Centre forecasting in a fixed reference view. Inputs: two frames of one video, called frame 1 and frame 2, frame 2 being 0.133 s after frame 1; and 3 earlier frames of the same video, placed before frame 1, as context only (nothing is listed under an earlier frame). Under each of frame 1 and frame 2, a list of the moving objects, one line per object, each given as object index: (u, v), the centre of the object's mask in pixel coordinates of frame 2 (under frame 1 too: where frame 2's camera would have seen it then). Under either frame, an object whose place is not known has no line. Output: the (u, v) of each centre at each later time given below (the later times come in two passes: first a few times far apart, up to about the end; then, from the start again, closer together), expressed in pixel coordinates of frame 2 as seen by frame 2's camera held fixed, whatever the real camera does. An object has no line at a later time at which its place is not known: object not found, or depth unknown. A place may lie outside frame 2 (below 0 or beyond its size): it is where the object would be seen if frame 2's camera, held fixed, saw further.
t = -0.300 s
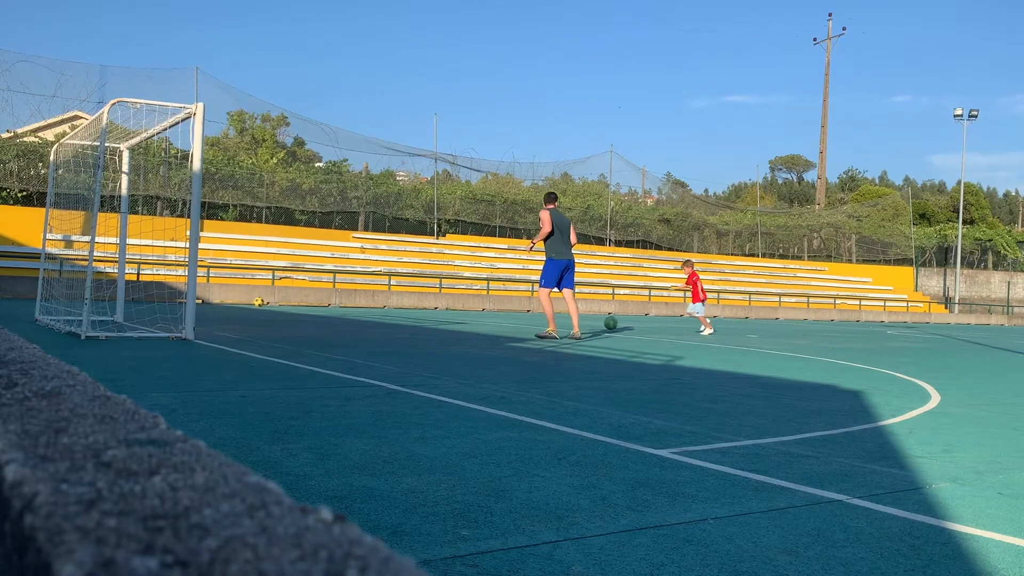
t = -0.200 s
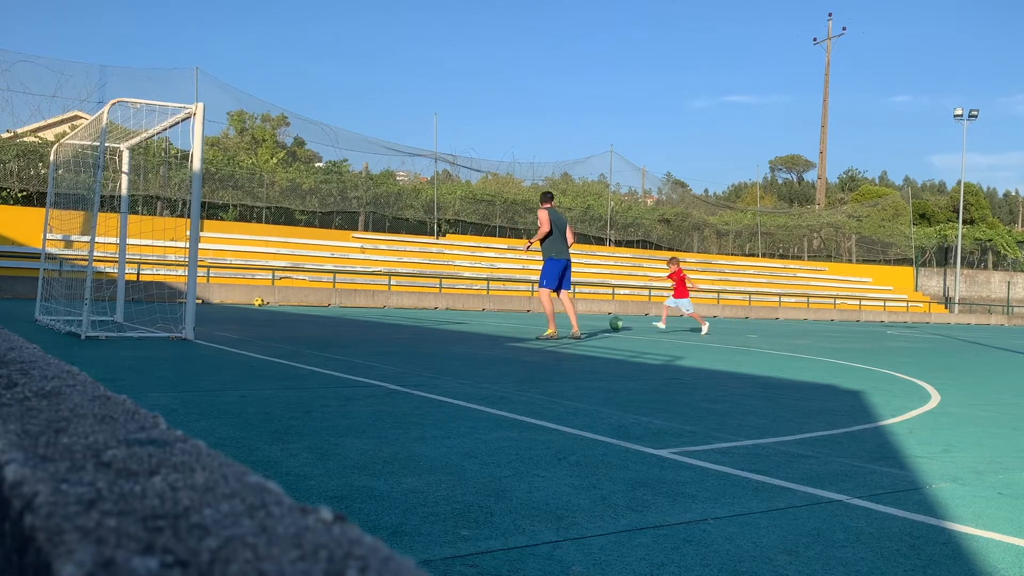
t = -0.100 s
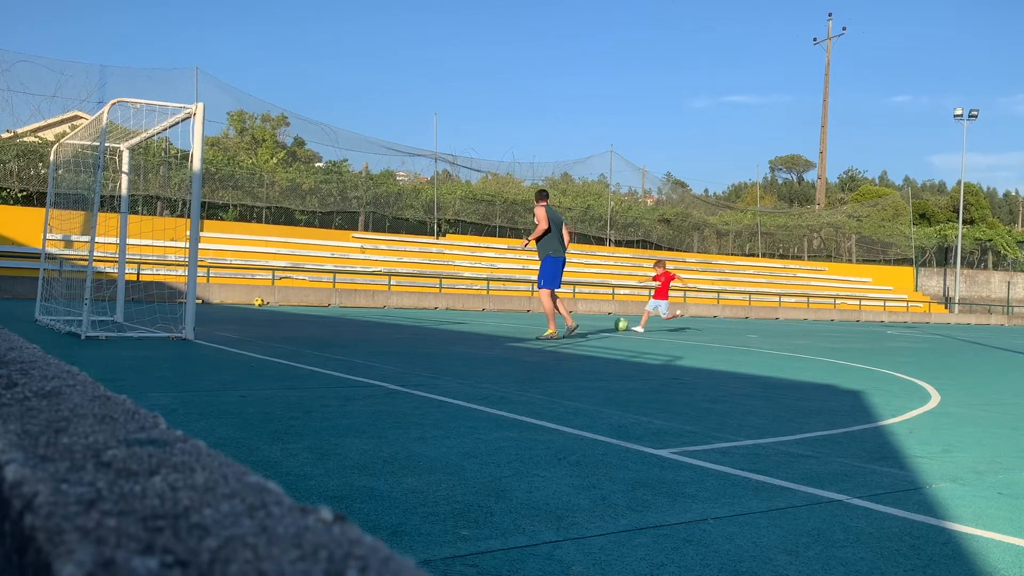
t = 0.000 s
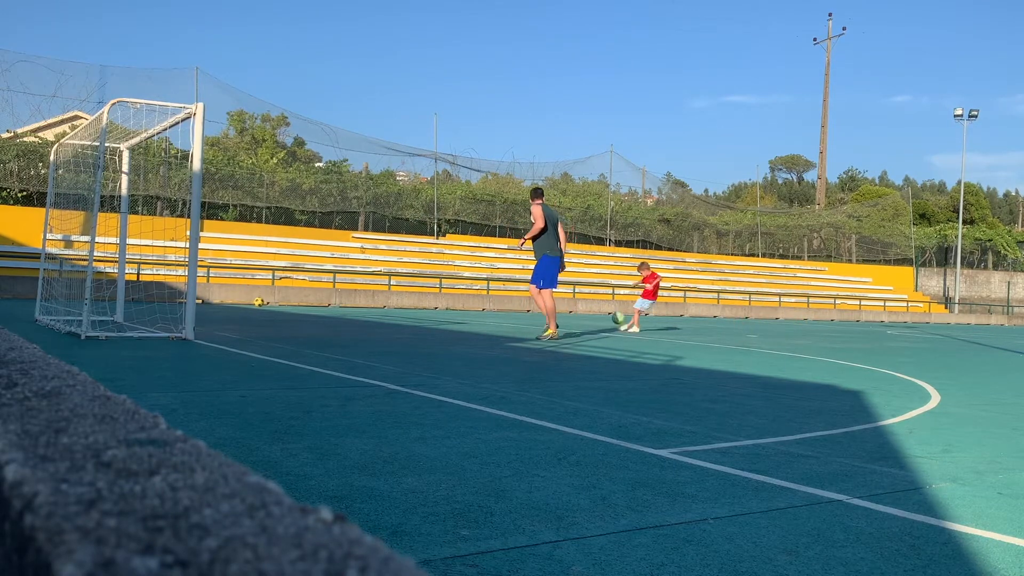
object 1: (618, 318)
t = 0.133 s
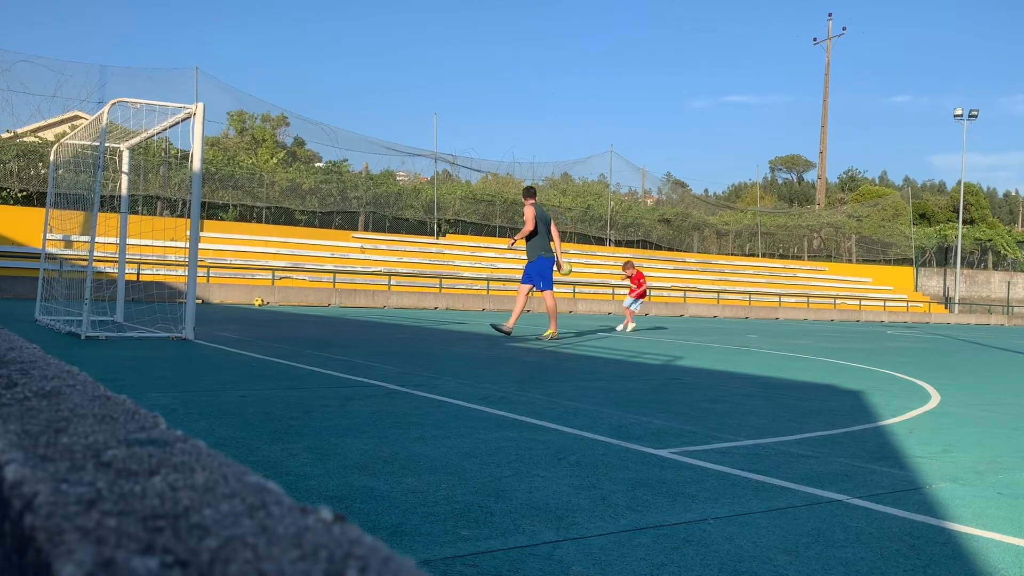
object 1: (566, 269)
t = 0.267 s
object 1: (505, 224)
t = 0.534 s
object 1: (367, 161)
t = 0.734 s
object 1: (238, 137)
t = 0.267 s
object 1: (505, 224)
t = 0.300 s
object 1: (489, 215)
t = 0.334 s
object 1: (473, 206)
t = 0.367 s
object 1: (456, 197)
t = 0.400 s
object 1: (439, 188)
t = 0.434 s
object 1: (422, 181)
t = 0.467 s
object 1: (404, 174)
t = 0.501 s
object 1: (386, 167)
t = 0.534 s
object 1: (367, 161)
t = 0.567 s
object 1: (347, 155)
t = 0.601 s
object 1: (327, 150)
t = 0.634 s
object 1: (306, 146)
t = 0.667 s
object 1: (283, 142)
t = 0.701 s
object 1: (261, 140)
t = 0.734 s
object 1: (238, 137)
